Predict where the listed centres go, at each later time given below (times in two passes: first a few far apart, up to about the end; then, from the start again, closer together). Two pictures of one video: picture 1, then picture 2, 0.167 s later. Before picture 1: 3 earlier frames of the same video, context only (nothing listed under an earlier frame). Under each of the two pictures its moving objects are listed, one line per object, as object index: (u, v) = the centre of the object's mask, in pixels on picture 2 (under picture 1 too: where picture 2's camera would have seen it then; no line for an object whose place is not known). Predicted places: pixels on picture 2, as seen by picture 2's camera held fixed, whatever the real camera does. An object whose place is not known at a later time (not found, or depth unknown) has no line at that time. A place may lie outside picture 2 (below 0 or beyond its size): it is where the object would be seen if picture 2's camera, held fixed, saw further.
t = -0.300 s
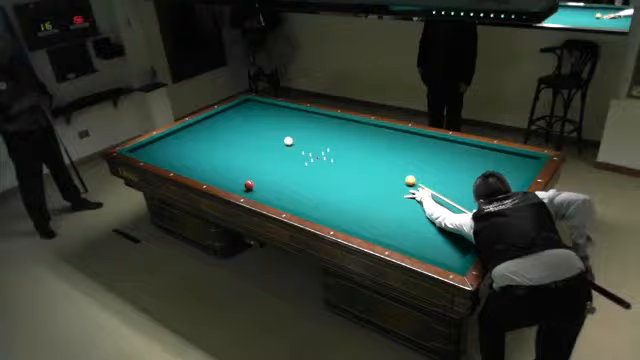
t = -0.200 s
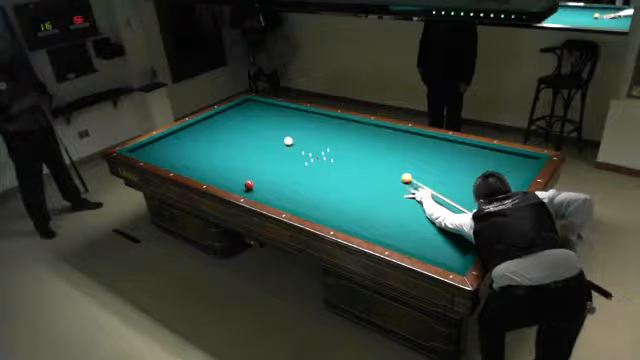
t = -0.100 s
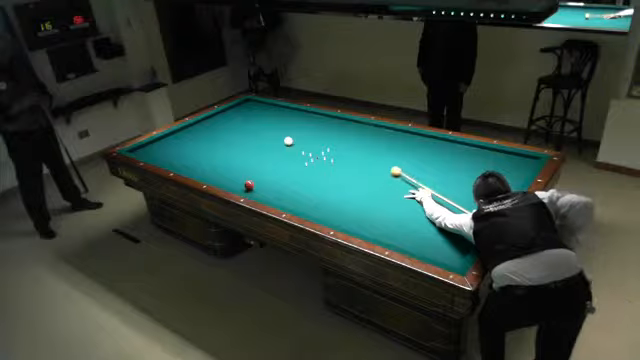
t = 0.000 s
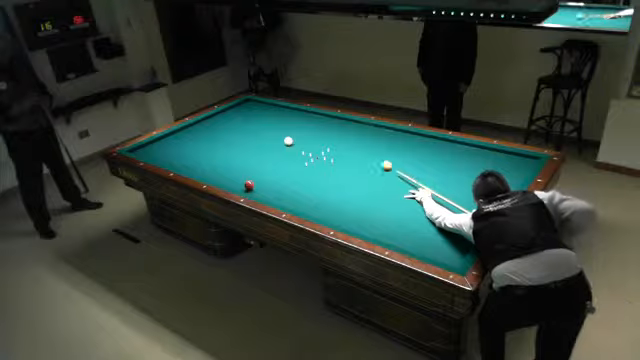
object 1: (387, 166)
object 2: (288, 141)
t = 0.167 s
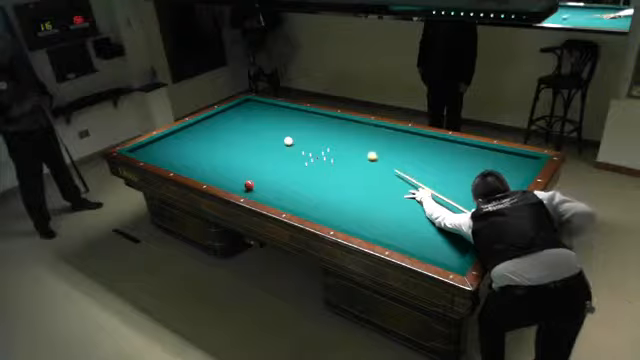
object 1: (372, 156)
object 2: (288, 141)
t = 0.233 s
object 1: (367, 153)
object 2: (288, 141)
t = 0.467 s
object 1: (349, 142)
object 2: (288, 141)
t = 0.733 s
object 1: (331, 130)
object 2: (288, 141)
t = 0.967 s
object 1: (316, 121)
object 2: (288, 141)
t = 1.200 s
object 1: (304, 113)
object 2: (288, 141)
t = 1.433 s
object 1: (288, 109)
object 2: (288, 141)
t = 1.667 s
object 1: (270, 108)
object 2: (288, 141)
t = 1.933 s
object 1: (250, 107)
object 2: (288, 141)
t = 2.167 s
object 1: (235, 106)
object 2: (288, 141)
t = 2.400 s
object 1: (239, 108)
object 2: (288, 141)
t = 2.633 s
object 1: (244, 111)
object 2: (288, 141)
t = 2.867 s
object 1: (248, 115)
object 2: (288, 141)
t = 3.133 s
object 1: (253, 118)
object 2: (288, 141)
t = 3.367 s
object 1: (258, 122)
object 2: (288, 141)
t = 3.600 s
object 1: (262, 125)
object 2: (288, 141)
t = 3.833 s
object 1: (267, 129)
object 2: (288, 141)
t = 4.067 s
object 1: (271, 132)
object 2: (288, 141)
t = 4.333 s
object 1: (277, 136)
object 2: (288, 141)
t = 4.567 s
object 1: (281, 139)
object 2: (289, 141)
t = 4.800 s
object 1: (281, 141)
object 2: (293, 142)
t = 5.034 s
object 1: (281, 143)
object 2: (298, 144)
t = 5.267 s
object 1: (280, 144)
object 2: (301, 145)
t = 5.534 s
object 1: (279, 146)
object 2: (306, 147)
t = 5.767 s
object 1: (279, 147)
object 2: (309, 147)
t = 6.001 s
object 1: (278, 148)
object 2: (314, 149)
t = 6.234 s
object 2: (316, 150)
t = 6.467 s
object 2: (321, 151)
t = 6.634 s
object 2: (321, 152)
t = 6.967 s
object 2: (328, 153)
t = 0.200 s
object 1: (369, 154)
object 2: (288, 141)
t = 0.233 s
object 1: (367, 153)
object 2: (288, 141)
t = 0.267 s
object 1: (364, 151)
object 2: (288, 141)
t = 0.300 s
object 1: (361, 149)
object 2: (288, 141)
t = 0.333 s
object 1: (358, 148)
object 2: (288, 141)
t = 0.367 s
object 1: (356, 147)
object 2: (288, 141)
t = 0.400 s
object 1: (354, 145)
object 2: (288, 141)
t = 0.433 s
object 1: (351, 143)
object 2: (288, 141)
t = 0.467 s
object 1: (349, 142)
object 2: (288, 141)
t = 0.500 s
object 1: (347, 140)
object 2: (288, 141)
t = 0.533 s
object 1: (344, 139)
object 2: (288, 141)
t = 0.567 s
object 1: (342, 137)
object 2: (288, 141)
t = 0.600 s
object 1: (340, 136)
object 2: (288, 141)
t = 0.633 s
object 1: (338, 134)
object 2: (288, 141)
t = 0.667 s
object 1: (335, 133)
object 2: (288, 141)
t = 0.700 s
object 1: (333, 132)
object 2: (288, 141)
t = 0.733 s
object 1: (331, 130)
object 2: (288, 141)
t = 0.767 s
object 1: (329, 129)
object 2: (288, 141)
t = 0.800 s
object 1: (327, 128)
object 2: (288, 141)
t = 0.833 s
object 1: (325, 126)
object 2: (288, 141)
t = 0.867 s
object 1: (323, 124)
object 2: (288, 141)
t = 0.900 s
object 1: (321, 123)
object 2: (288, 141)
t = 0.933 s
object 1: (319, 122)
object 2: (288, 141)
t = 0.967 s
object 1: (316, 121)
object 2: (288, 141)
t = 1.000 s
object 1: (315, 120)
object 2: (288, 141)
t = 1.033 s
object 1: (313, 118)
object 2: (288, 141)
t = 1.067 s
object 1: (311, 118)
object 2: (288, 141)
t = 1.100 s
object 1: (310, 117)
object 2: (288, 141)
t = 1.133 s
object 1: (308, 116)
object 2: (288, 141)
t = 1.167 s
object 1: (306, 114)
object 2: (288, 141)
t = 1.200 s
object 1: (304, 113)
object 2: (288, 141)
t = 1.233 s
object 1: (302, 112)
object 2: (288, 141)
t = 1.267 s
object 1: (300, 111)
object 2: (288, 141)
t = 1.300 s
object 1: (299, 110)
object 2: (288, 141)
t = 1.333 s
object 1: (296, 110)
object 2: (288, 141)
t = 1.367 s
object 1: (293, 110)
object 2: (288, 141)
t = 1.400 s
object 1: (291, 109)
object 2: (288, 141)
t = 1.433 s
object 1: (288, 109)
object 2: (288, 141)
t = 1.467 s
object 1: (285, 109)
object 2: (288, 141)
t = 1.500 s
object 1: (283, 108)
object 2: (288, 141)
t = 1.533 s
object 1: (280, 108)
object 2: (288, 141)
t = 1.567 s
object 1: (278, 108)
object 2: (288, 141)
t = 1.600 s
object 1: (275, 108)
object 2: (288, 141)
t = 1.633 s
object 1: (272, 108)
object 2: (288, 141)
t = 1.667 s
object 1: (270, 108)
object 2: (288, 141)
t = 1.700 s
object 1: (268, 107)
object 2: (288, 141)
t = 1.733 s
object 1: (265, 107)
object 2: (288, 141)
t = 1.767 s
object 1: (262, 107)
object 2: (288, 141)
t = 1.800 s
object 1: (260, 107)
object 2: (288, 141)
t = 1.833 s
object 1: (258, 107)
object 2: (288, 141)
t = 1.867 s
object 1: (255, 107)
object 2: (288, 141)
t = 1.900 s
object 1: (253, 107)
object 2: (288, 141)
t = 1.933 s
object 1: (250, 107)
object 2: (288, 141)
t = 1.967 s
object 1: (248, 106)
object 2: (288, 141)
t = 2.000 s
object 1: (245, 106)
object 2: (288, 141)
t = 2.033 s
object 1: (243, 106)
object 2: (288, 141)
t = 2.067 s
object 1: (241, 106)
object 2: (288, 141)
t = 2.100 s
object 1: (238, 105)
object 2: (288, 141)
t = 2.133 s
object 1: (236, 106)
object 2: (288, 141)
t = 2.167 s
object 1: (235, 106)
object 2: (288, 141)
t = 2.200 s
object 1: (235, 106)
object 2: (288, 141)
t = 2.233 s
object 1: (236, 106)
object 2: (288, 141)
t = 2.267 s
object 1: (236, 106)
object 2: (288, 141)
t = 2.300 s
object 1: (237, 107)
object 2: (288, 141)
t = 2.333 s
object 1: (238, 108)
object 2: (288, 141)
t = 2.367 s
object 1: (239, 108)
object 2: (288, 141)
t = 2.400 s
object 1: (239, 108)
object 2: (288, 141)
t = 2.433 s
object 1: (240, 109)
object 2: (288, 141)
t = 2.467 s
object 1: (240, 109)
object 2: (288, 141)
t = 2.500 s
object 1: (241, 110)
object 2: (288, 141)
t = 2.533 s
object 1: (241, 109)
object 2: (288, 141)
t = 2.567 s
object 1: (242, 110)
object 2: (288, 141)
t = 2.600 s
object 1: (242, 110)
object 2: (288, 141)
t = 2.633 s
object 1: (244, 111)
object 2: (288, 141)
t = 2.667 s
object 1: (244, 112)
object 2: (288, 141)
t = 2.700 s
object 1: (245, 112)
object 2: (288, 141)
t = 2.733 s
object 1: (246, 113)
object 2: (288, 141)
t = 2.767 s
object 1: (246, 113)
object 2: (288, 141)
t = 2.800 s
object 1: (247, 114)
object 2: (288, 141)
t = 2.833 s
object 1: (247, 114)
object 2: (288, 141)
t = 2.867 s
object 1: (248, 115)
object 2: (288, 141)
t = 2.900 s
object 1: (249, 115)
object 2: (288, 141)
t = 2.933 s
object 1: (250, 116)
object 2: (288, 141)
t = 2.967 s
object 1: (250, 116)
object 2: (288, 141)
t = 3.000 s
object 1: (251, 117)
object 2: (288, 141)
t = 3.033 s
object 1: (251, 117)
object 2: (288, 141)
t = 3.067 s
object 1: (252, 117)
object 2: (288, 141)
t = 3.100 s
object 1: (252, 118)
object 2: (288, 141)
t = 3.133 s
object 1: (253, 118)
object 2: (288, 141)
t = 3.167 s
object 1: (254, 119)
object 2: (288, 141)
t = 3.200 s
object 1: (254, 119)
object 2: (288, 141)
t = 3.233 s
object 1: (255, 120)
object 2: (288, 141)
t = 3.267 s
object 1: (256, 120)
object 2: (288, 141)
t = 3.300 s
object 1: (257, 121)
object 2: (288, 141)
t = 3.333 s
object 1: (257, 121)
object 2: (288, 141)
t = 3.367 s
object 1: (258, 122)
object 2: (288, 141)
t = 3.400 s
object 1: (259, 122)
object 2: (288, 141)
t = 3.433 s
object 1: (259, 123)
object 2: (288, 141)
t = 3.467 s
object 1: (260, 123)
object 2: (288, 141)
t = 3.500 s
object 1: (261, 124)
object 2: (288, 141)
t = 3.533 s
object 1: (261, 124)
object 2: (288, 141)
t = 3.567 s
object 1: (262, 125)
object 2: (288, 141)
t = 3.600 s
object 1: (262, 125)
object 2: (288, 141)
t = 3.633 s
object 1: (263, 125)
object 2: (288, 141)
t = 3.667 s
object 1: (263, 126)
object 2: (288, 141)
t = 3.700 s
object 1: (264, 126)
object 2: (288, 141)
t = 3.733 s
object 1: (266, 127)
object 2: (288, 141)
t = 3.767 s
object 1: (266, 128)
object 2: (288, 141)
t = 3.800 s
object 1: (266, 128)
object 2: (288, 141)
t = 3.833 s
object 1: (267, 129)
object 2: (288, 141)
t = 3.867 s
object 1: (267, 129)
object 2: (288, 141)
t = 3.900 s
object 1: (268, 130)
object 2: (288, 141)
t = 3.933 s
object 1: (269, 130)
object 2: (288, 141)
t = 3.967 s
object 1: (270, 130)
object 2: (288, 141)
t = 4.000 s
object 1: (270, 131)
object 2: (288, 141)
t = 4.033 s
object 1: (271, 132)
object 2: (288, 141)
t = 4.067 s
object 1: (271, 132)
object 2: (288, 141)
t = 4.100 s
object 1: (272, 133)
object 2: (288, 141)
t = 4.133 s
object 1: (272, 133)
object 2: (288, 141)
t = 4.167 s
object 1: (274, 133)
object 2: (288, 141)
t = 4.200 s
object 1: (274, 133)
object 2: (288, 141)
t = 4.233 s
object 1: (275, 134)
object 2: (288, 141)
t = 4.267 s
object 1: (276, 135)
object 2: (288, 141)
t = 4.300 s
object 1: (276, 135)
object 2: (288, 141)
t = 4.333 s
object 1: (277, 136)
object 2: (288, 141)
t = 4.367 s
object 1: (278, 136)
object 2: (288, 141)
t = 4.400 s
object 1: (278, 137)
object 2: (288, 141)
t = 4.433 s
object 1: (279, 137)
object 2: (288, 141)
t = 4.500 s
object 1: (279, 138)
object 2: (288, 141)
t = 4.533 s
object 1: (281, 139)
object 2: (289, 141)
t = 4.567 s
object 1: (281, 139)
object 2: (289, 141)
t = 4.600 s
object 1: (281, 139)
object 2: (289, 141)
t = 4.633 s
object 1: (282, 140)
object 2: (290, 142)
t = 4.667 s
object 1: (282, 140)
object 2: (290, 142)
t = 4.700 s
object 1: (282, 141)
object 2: (291, 142)
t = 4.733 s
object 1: (282, 141)
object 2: (291, 142)
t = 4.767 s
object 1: (281, 141)
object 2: (292, 142)
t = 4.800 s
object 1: (281, 141)
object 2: (293, 142)
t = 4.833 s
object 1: (281, 142)
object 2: (294, 143)
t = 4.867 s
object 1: (281, 142)
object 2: (294, 143)
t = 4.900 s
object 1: (281, 142)
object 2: (295, 143)
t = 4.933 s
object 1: (281, 142)
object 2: (296, 143)
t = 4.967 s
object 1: (281, 142)
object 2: (296, 143)
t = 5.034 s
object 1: (281, 143)
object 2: (298, 144)
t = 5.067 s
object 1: (281, 143)
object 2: (298, 144)
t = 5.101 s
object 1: (281, 143)
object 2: (298, 144)
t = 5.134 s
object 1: (281, 143)
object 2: (299, 144)
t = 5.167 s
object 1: (280, 144)
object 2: (300, 145)
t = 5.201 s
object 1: (280, 144)
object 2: (300, 145)
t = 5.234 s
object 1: (280, 144)
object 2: (301, 145)
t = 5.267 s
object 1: (280, 144)
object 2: (301, 145)
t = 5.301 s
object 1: (280, 144)
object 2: (302, 146)
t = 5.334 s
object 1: (280, 145)
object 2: (303, 146)
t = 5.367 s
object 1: (280, 145)
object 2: (303, 146)
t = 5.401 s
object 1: (280, 145)
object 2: (304, 146)
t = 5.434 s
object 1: (280, 145)
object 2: (305, 146)
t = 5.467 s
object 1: (280, 145)
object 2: (305, 146)
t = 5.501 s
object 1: (280, 146)
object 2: (306, 146)
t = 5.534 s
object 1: (279, 146)
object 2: (306, 147)
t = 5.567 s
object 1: (279, 146)
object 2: (307, 147)
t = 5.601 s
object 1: (279, 146)
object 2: (307, 147)
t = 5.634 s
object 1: (280, 146)
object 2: (307, 147)
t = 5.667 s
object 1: (279, 146)
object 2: (308, 147)
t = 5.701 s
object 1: (279, 146)
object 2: (308, 147)
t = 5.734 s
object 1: (279, 147)
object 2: (309, 148)
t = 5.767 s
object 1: (279, 147)
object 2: (309, 147)
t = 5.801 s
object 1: (279, 147)
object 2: (310, 148)
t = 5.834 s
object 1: (279, 147)
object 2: (311, 148)
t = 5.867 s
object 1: (278, 148)
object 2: (312, 148)
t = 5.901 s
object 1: (278, 148)
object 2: (312, 149)
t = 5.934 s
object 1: (278, 148)
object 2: (313, 149)
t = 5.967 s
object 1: (278, 148)
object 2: (313, 149)
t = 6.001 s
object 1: (278, 148)
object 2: (314, 149)
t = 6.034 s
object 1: (278, 148)
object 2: (314, 149)
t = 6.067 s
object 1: (278, 149)
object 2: (315, 149)
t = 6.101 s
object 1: (278, 149)
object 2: (315, 150)
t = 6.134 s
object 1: (278, 149)
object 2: (315, 150)
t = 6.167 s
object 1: (278, 149)
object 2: (315, 150)
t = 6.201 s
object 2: (316, 150)
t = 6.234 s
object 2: (316, 150)
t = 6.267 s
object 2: (317, 150)
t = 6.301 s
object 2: (317, 150)
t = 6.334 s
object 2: (318, 150)
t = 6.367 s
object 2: (319, 151)
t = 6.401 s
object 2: (320, 151)
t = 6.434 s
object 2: (320, 151)
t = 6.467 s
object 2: (321, 151)
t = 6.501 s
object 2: (321, 151)
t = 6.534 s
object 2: (321, 152)
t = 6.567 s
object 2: (321, 152)
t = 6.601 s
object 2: (322, 152)
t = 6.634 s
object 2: (321, 152)
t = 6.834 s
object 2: (327, 153)
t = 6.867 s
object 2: (327, 153)
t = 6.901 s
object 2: (327, 153)
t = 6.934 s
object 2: (328, 153)
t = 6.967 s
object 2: (328, 153)
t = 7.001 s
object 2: (328, 153)
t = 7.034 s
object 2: (329, 154)
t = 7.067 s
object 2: (329, 154)
